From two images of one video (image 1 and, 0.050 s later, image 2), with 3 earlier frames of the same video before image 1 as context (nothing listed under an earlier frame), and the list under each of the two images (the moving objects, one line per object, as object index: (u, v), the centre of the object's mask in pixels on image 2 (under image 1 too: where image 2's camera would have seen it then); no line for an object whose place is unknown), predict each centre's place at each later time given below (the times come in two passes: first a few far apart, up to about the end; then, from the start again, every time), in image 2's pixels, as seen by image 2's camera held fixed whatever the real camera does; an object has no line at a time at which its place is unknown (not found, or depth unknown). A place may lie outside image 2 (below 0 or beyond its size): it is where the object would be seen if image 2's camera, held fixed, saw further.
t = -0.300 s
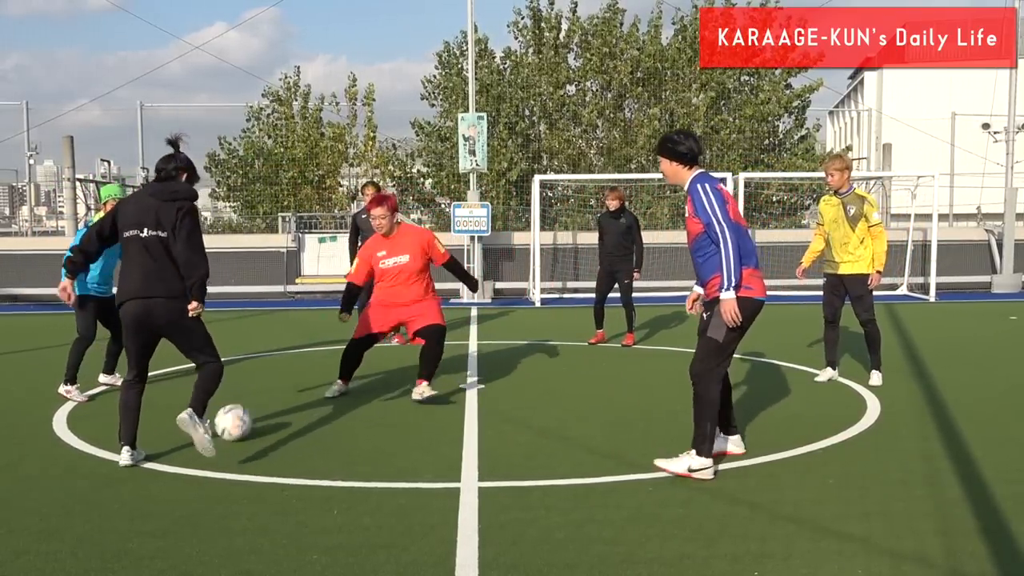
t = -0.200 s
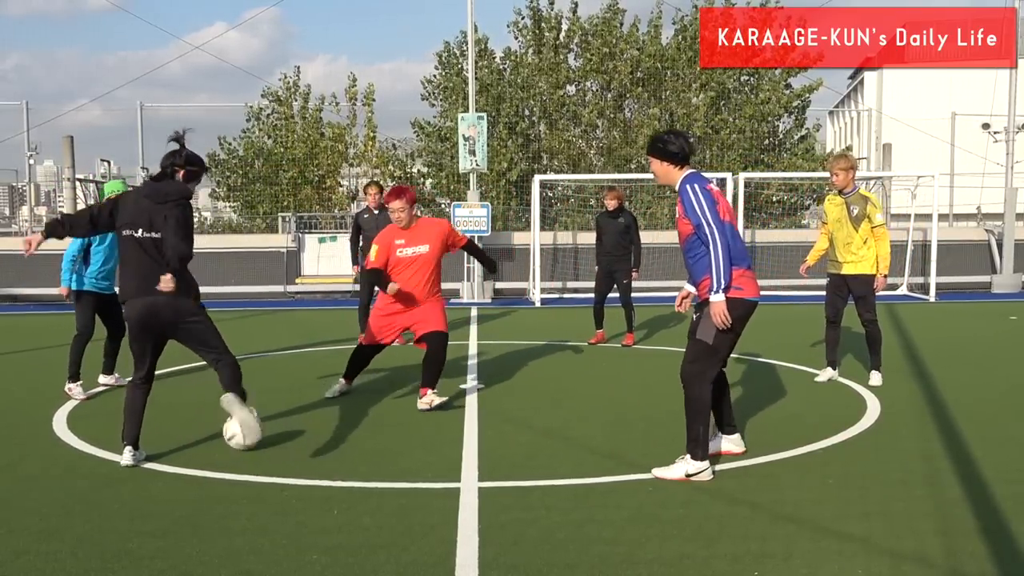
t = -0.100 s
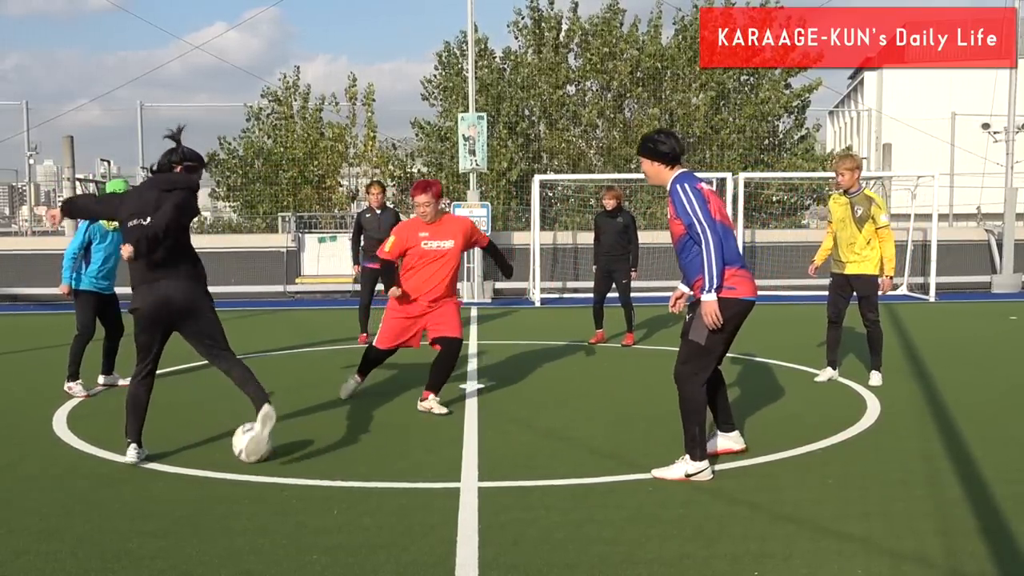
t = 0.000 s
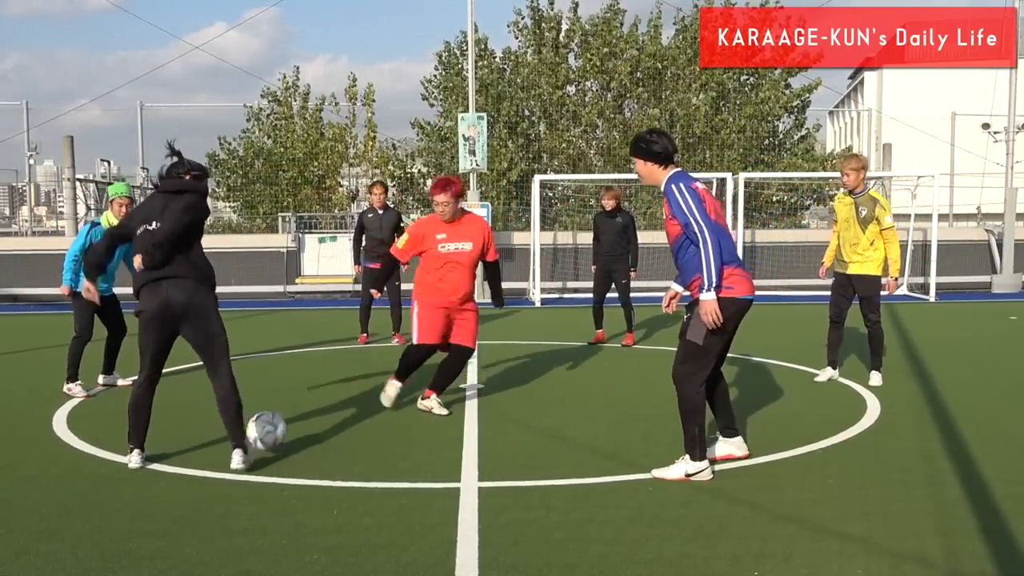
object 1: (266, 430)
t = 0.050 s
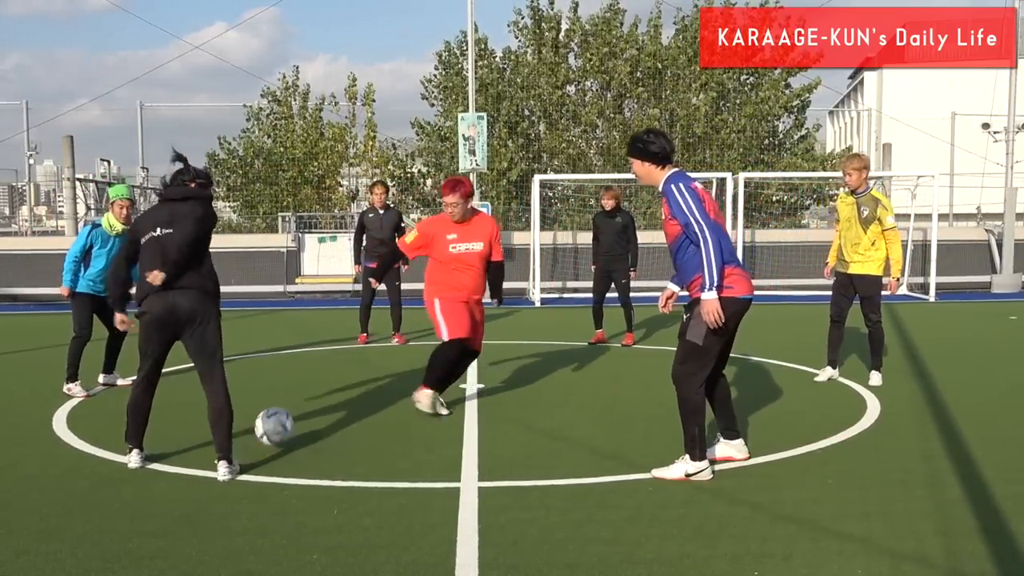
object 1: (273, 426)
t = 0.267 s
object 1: (302, 416)
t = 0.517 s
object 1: (330, 407)
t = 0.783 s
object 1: (357, 405)
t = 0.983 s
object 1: (376, 403)
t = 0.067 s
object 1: (276, 426)
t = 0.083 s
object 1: (278, 426)
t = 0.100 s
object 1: (281, 427)
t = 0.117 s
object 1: (283, 426)
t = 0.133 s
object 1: (285, 423)
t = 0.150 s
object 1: (287, 420)
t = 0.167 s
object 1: (289, 418)
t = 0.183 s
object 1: (291, 416)
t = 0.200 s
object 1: (293, 415)
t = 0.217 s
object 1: (295, 415)
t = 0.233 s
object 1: (297, 415)
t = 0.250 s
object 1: (300, 415)
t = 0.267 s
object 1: (302, 416)
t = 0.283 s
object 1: (304, 415)
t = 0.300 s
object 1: (305, 413)
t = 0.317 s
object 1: (307, 411)
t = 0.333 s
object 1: (309, 410)
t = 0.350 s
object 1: (311, 410)
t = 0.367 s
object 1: (313, 409)
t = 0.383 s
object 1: (315, 409)
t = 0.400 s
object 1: (317, 409)
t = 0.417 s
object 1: (319, 410)
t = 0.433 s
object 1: (320, 410)
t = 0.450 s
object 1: (323, 408)
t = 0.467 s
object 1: (324, 408)
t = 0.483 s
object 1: (326, 407)
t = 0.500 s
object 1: (328, 407)
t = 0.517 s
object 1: (330, 407)
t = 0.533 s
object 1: (331, 407)
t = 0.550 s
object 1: (334, 408)
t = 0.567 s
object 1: (335, 407)
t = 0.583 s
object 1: (337, 406)
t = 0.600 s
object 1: (338, 406)
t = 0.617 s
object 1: (340, 406)
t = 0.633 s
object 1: (342, 407)
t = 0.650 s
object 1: (344, 406)
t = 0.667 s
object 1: (345, 406)
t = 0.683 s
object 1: (347, 406)
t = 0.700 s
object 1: (349, 406)
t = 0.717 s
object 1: (351, 406)
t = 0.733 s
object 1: (352, 405)
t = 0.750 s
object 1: (354, 405)
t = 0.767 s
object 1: (356, 405)
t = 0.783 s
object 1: (357, 405)
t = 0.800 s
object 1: (359, 405)
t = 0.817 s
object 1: (361, 405)
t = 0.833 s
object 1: (362, 404)
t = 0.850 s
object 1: (364, 404)
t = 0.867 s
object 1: (365, 404)
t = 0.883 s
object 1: (367, 404)
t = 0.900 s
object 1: (368, 403)
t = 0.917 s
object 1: (370, 403)
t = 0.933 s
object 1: (371, 403)
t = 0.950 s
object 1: (373, 403)
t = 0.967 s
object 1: (375, 403)
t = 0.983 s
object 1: (376, 403)
